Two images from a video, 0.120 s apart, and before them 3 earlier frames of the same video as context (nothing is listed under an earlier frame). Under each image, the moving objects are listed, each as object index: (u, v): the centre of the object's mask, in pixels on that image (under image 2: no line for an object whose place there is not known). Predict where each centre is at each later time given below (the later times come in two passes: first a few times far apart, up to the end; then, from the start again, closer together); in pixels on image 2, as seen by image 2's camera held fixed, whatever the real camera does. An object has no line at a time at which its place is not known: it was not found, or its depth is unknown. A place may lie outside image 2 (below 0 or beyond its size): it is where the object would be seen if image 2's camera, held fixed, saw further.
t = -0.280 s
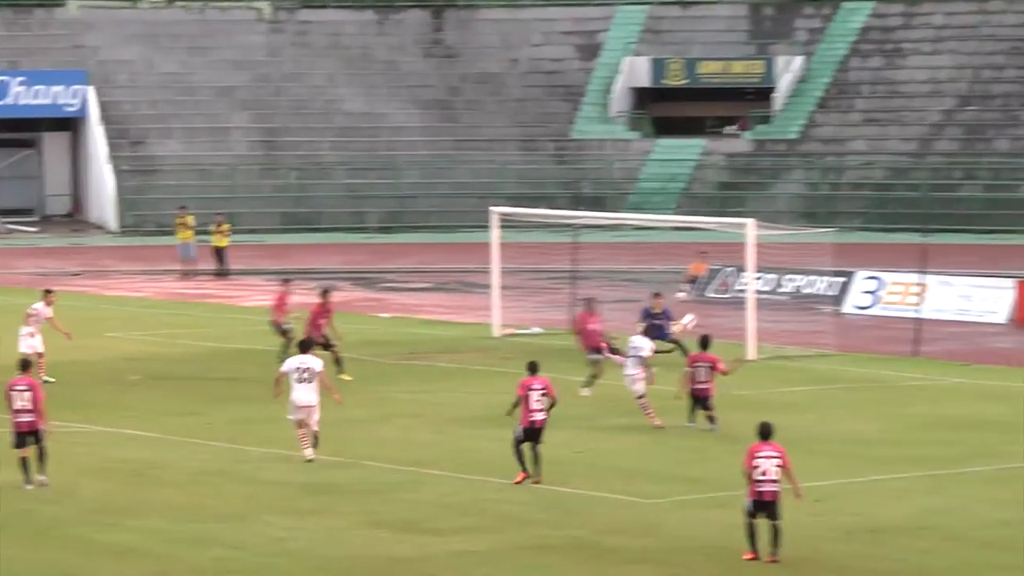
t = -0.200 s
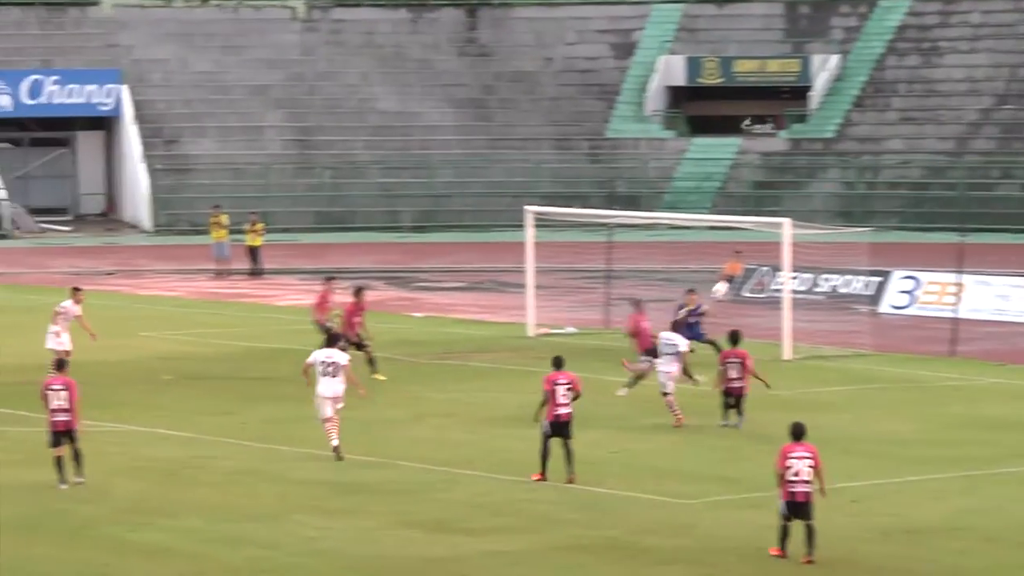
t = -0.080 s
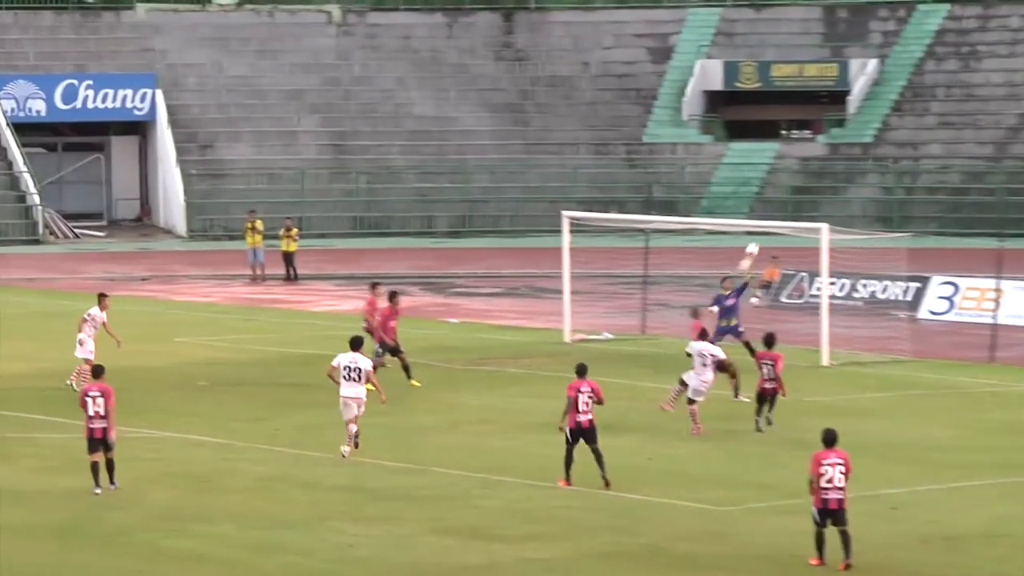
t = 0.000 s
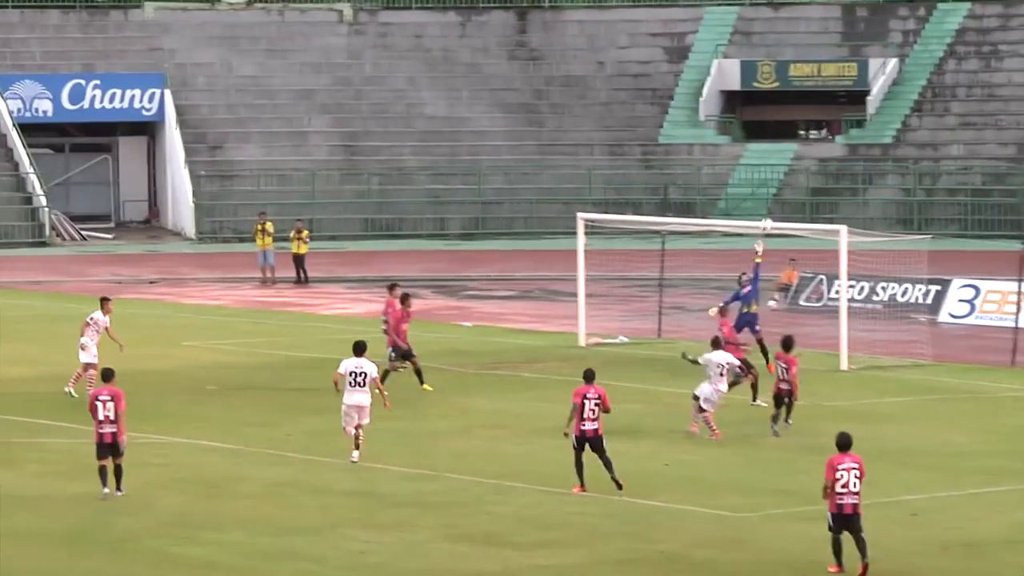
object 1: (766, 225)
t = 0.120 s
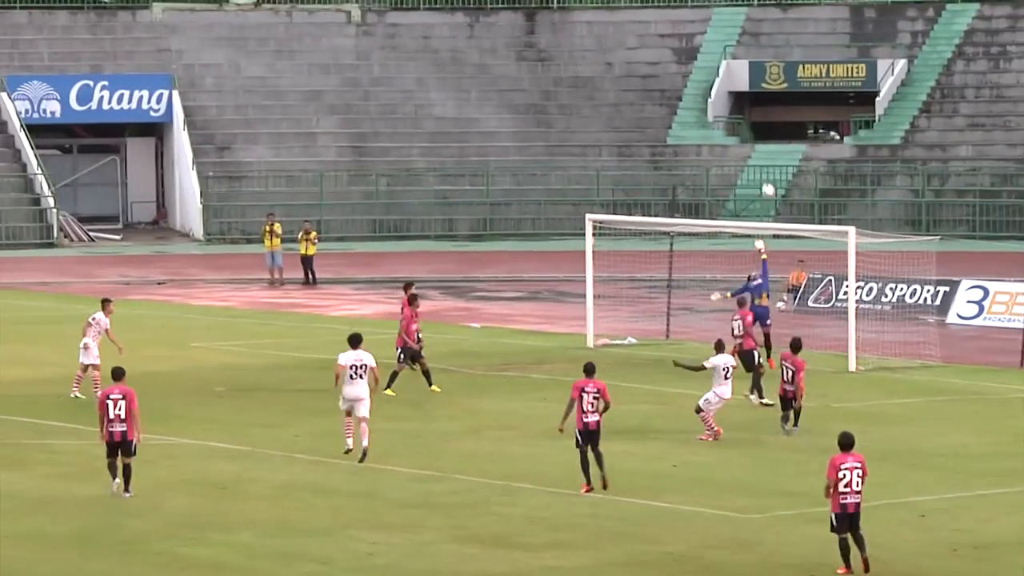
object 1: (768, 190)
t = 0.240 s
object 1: (762, 160)
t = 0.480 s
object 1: (746, 121)
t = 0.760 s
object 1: (724, 95)
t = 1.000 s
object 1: (702, 91)
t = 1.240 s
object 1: (680, 105)
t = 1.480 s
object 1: (658, 135)
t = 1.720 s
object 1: (635, 176)
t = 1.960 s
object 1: (612, 228)
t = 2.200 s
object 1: (597, 227)
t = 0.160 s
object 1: (766, 180)
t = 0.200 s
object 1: (764, 170)
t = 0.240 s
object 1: (762, 160)
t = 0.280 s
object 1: (759, 152)
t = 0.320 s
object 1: (756, 145)
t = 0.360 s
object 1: (754, 137)
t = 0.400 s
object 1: (752, 132)
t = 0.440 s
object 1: (749, 126)
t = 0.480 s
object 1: (746, 121)
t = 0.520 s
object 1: (744, 115)
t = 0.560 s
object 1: (741, 110)
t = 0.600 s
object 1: (738, 106)
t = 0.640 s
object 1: (735, 102)
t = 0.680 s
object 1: (731, 99)
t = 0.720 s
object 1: (728, 97)
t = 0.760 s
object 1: (724, 95)
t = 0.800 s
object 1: (720, 92)
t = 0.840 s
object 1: (717, 92)
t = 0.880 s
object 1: (713, 91)
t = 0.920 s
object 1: (709, 91)
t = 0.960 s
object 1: (706, 90)
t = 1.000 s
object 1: (702, 91)
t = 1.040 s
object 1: (699, 93)
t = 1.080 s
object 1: (696, 94)
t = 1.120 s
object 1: (692, 97)
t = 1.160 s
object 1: (688, 99)
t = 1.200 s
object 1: (684, 102)
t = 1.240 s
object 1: (680, 105)
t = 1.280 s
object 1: (676, 109)
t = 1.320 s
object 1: (671, 114)
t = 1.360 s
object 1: (668, 118)
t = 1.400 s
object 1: (664, 124)
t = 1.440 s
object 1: (661, 128)
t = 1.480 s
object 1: (658, 135)
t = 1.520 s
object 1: (654, 141)
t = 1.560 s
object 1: (651, 147)
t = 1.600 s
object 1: (648, 153)
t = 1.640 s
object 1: (643, 161)
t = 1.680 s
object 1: (639, 168)
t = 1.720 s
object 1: (635, 176)
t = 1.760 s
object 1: (631, 185)
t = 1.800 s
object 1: (627, 193)
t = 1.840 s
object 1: (624, 201)
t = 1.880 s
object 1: (620, 208)
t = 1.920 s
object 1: (616, 219)
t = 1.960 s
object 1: (612, 228)
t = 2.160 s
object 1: (598, 235)
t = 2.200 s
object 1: (597, 227)
